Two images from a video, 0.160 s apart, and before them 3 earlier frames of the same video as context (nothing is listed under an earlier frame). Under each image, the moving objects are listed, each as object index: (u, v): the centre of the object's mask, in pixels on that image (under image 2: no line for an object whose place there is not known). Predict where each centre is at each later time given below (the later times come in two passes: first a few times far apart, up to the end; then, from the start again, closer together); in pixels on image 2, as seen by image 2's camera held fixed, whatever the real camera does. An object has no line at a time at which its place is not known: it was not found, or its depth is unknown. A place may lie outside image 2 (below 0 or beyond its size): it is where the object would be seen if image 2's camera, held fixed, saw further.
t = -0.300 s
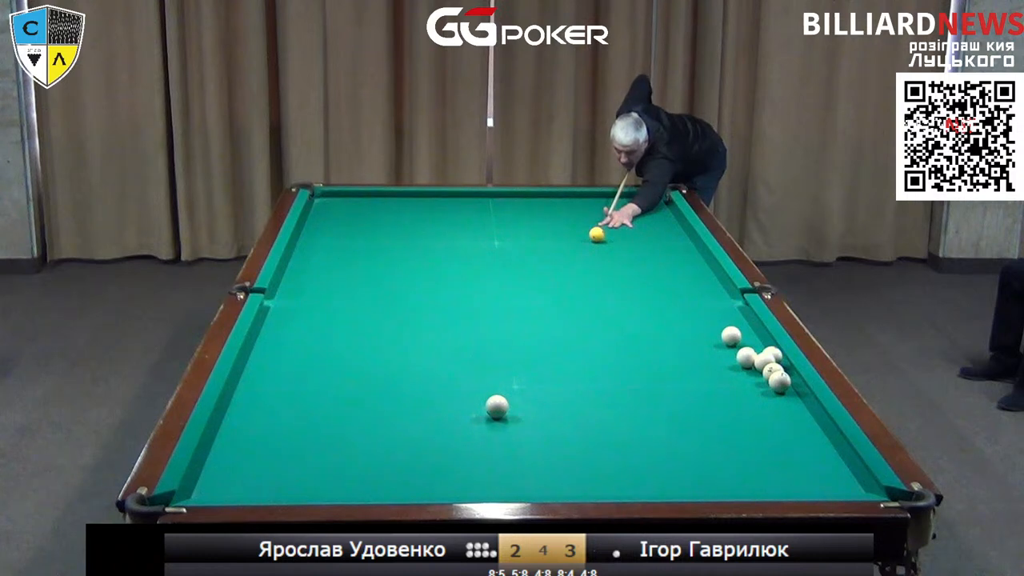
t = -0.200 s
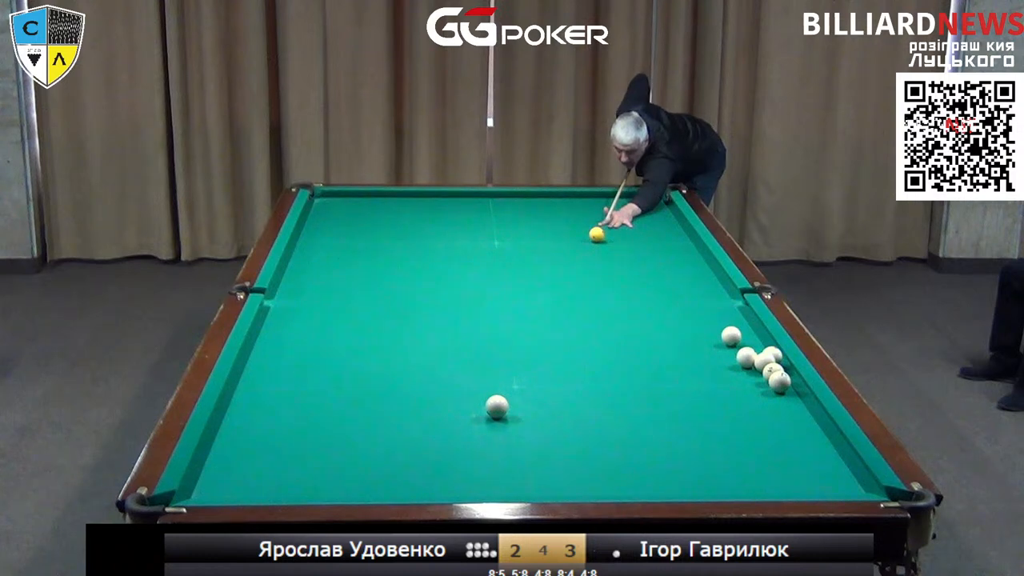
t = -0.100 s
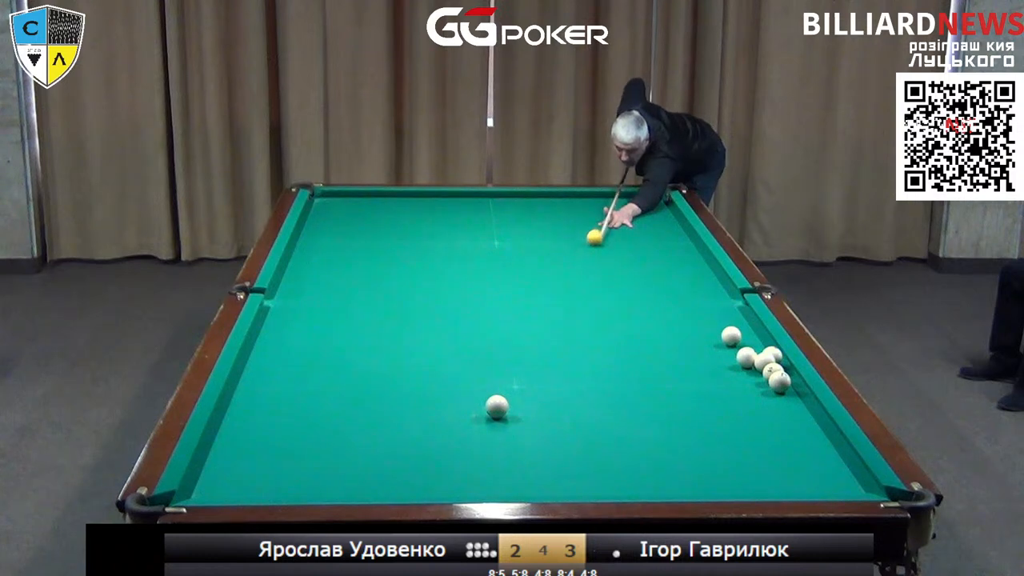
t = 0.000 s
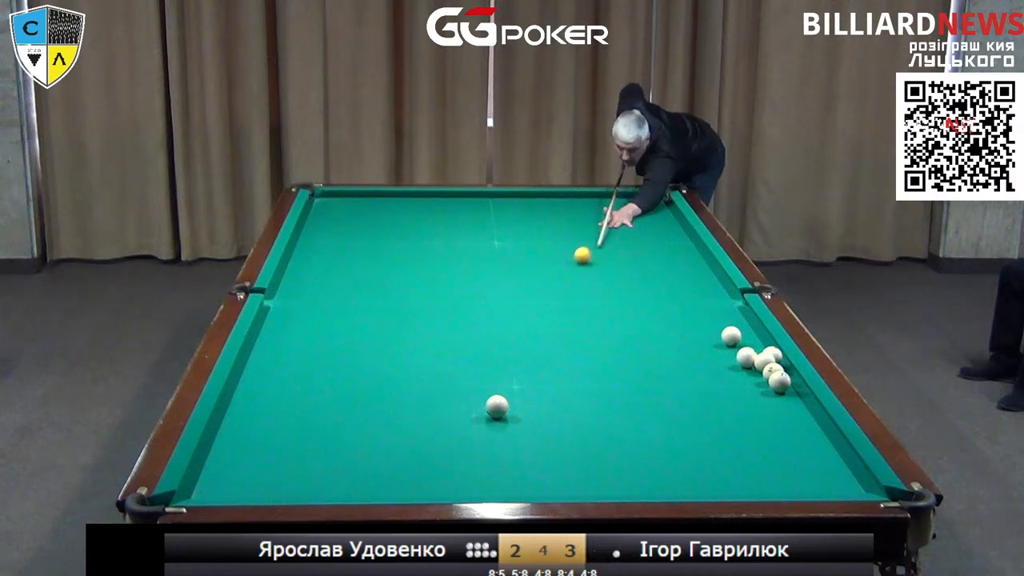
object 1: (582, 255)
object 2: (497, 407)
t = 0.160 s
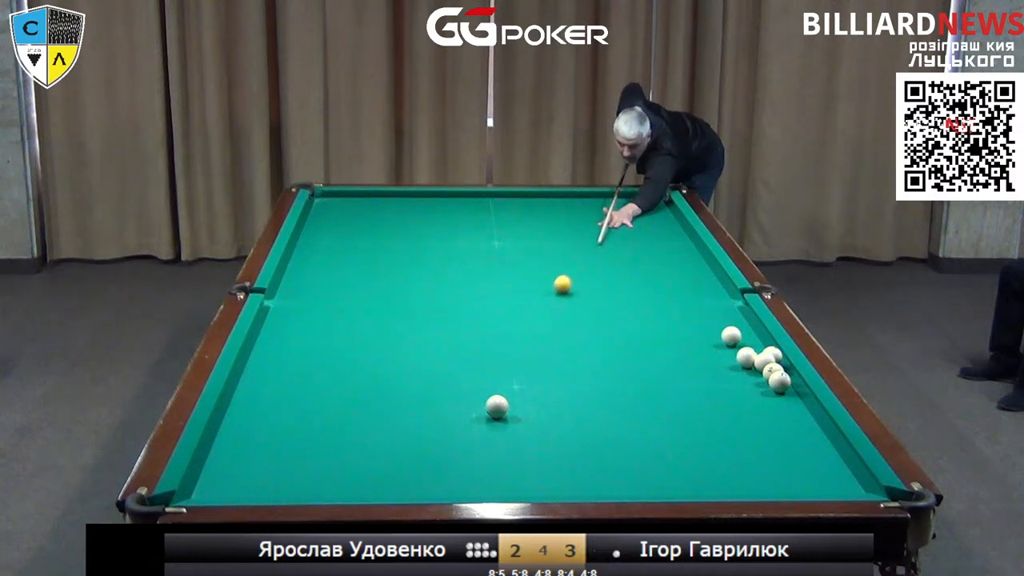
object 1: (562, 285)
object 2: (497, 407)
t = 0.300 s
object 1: (546, 310)
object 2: (497, 407)
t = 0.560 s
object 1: (517, 358)
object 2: (497, 406)
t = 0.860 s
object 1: (466, 403)
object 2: (508, 429)
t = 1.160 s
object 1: (399, 426)
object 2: (535, 483)
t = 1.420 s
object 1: (336, 449)
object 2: (540, 468)
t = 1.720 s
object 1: (259, 477)
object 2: (543, 437)
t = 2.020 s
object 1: (196, 489)
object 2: (545, 411)
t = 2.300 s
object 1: (201, 483)
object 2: (546, 389)
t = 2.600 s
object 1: (212, 477)
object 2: (547, 369)
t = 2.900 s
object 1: (223, 471)
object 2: (548, 350)
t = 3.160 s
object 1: (231, 467)
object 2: (548, 336)
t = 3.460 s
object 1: (240, 462)
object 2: (548, 321)
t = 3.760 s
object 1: (246, 460)
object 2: (549, 308)
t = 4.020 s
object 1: (251, 457)
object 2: (549, 297)
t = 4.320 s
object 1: (255, 455)
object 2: (549, 286)
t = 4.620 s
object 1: (257, 454)
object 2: (549, 276)
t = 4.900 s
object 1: (258, 454)
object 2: (549, 268)
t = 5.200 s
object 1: (258, 454)
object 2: (549, 259)
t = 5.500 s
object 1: (259, 454)
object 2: (549, 252)
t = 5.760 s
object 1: (258, 454)
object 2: (549, 246)
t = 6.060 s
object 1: (258, 454)
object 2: (550, 240)
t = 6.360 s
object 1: (258, 454)
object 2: (550, 234)
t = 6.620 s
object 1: (258, 454)
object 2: (550, 229)
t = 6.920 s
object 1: (258, 454)
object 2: (550, 224)
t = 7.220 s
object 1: (258, 454)
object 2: (550, 220)
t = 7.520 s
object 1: (258, 454)
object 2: (550, 216)
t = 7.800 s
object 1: (258, 454)
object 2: (550, 213)
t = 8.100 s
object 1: (259, 454)
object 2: (550, 210)
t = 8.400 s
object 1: (259, 454)
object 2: (550, 207)
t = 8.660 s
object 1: (259, 454)
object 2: (550, 205)
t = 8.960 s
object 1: (259, 454)
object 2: (550, 203)
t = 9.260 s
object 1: (259, 454)
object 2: (550, 202)
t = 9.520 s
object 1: (259, 454)
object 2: (550, 200)
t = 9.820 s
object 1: (259, 454)
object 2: (549, 199)
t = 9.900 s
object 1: (259, 454)
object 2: (549, 199)
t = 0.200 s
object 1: (558, 292)
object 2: (497, 407)
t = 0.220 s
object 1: (555, 296)
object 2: (497, 407)
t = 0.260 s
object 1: (550, 303)
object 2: (497, 407)
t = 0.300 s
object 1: (546, 310)
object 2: (497, 407)
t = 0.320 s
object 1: (543, 314)
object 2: (497, 406)
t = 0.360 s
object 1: (539, 321)
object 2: (497, 407)
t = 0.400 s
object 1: (534, 328)
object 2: (497, 407)
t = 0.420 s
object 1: (532, 332)
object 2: (497, 407)
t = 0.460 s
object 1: (528, 339)
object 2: (497, 407)
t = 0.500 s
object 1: (523, 346)
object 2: (497, 407)
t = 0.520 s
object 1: (521, 351)
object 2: (497, 407)
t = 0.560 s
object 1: (517, 358)
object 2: (497, 406)
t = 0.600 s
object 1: (512, 366)
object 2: (497, 406)
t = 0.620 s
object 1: (509, 370)
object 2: (497, 406)
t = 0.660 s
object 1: (504, 379)
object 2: (497, 406)
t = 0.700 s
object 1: (499, 386)
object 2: (497, 406)
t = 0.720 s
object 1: (496, 388)
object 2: (497, 406)
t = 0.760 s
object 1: (488, 395)
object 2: (498, 408)
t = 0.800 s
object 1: (480, 400)
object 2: (502, 417)
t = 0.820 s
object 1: (475, 401)
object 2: (504, 421)
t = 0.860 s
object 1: (466, 403)
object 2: (508, 429)
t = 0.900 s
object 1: (458, 405)
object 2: (511, 437)
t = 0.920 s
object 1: (453, 407)
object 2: (513, 441)
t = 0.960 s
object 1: (444, 410)
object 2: (517, 448)
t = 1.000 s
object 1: (435, 413)
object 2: (520, 455)
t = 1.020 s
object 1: (431, 415)
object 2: (522, 459)
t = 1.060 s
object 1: (422, 418)
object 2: (525, 466)
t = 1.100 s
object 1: (413, 421)
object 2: (529, 474)
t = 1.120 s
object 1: (408, 423)
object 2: (531, 478)
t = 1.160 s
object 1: (399, 426)
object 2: (535, 483)
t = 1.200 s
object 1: (389, 430)
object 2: (538, 487)
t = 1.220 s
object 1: (385, 432)
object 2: (539, 488)
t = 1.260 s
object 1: (375, 435)
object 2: (539, 485)
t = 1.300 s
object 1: (365, 439)
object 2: (540, 481)
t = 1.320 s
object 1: (360, 440)
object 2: (540, 479)
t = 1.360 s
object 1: (351, 444)
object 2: (540, 475)
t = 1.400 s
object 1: (341, 447)
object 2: (540, 470)
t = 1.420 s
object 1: (336, 449)
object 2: (540, 468)
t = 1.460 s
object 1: (326, 453)
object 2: (541, 463)
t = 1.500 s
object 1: (316, 456)
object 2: (541, 459)
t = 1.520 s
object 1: (311, 458)
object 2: (541, 457)
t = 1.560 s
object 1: (301, 462)
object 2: (541, 453)
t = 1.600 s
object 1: (290, 466)
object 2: (542, 449)
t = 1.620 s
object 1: (285, 468)
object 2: (542, 447)
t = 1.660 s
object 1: (275, 471)
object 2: (543, 443)
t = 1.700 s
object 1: (264, 475)
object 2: (543, 439)
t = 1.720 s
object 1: (259, 477)
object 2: (543, 437)
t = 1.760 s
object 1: (248, 481)
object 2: (543, 434)
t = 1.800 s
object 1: (237, 484)
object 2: (543, 430)
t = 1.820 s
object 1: (232, 485)
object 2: (543, 428)
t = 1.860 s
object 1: (221, 488)
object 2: (544, 425)
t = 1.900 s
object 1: (210, 490)
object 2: (544, 421)
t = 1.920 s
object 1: (204, 491)
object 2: (544, 420)
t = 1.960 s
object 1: (200, 491)
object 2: (545, 416)
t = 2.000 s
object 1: (197, 489)
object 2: (545, 413)
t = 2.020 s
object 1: (196, 489)
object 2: (545, 411)
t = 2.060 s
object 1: (194, 488)
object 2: (545, 408)
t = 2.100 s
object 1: (192, 487)
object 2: (545, 405)
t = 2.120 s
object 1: (193, 486)
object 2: (545, 403)
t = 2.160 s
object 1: (194, 486)
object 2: (545, 400)
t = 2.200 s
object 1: (196, 485)
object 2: (546, 397)
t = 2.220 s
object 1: (197, 485)
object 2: (546, 395)
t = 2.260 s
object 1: (199, 484)
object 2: (546, 393)
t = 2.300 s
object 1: (201, 483)
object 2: (546, 389)
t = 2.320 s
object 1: (201, 483)
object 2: (546, 388)
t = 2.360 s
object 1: (203, 482)
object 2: (546, 385)
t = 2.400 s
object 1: (205, 481)
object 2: (546, 382)
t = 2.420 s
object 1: (206, 480)
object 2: (546, 381)
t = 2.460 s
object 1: (207, 480)
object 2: (546, 378)
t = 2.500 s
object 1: (209, 479)
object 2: (547, 375)
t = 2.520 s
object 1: (209, 478)
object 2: (547, 374)
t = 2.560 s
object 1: (211, 478)
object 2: (547, 371)
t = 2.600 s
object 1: (212, 477)
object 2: (547, 369)
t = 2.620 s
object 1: (213, 476)
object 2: (547, 367)
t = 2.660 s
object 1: (214, 475)
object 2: (547, 365)
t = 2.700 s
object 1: (216, 475)
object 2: (547, 362)
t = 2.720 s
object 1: (216, 474)
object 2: (547, 361)
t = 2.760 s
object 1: (218, 473)
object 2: (547, 359)
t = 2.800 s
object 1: (220, 473)
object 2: (547, 356)
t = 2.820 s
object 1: (220, 473)
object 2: (547, 355)
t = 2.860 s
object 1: (222, 472)
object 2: (548, 353)
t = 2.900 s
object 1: (223, 471)
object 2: (548, 350)
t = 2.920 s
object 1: (224, 471)
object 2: (548, 349)
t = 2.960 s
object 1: (225, 470)
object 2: (548, 347)
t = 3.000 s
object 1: (226, 469)
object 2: (548, 345)
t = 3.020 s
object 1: (227, 469)
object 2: (548, 344)
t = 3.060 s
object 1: (228, 468)
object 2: (548, 341)
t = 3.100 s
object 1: (230, 467)
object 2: (548, 339)
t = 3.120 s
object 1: (230, 467)
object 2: (548, 338)
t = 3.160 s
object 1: (231, 467)
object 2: (548, 336)
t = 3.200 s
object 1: (232, 466)
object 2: (548, 335)
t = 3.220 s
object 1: (233, 466)
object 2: (548, 333)
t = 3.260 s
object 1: (234, 465)
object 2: (548, 331)
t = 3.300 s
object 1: (235, 465)
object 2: (548, 329)
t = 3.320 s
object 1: (236, 464)
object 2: (548, 328)
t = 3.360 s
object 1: (237, 464)
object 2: (548, 326)
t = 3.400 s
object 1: (238, 463)
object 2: (548, 324)
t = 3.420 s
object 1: (238, 463)
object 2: (548, 323)
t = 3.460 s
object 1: (240, 462)
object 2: (548, 321)
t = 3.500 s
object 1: (241, 462)
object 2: (548, 319)
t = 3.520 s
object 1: (241, 462)
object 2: (548, 318)
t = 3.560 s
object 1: (242, 461)
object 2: (548, 317)
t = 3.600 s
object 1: (243, 461)
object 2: (548, 315)
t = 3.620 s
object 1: (243, 461)
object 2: (548, 314)
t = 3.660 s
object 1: (244, 460)
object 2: (548, 312)
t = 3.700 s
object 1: (245, 460)
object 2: (549, 310)
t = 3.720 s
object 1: (245, 460)
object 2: (549, 310)
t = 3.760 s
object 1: (246, 460)
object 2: (549, 308)
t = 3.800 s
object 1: (247, 459)
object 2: (549, 306)
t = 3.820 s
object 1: (247, 459)
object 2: (548, 305)
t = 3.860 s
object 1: (248, 458)
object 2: (549, 304)
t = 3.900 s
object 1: (249, 458)
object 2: (548, 302)
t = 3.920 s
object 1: (249, 458)
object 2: (548, 301)
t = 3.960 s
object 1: (250, 458)
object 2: (549, 300)
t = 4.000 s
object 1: (251, 457)
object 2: (548, 298)
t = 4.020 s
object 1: (251, 457)
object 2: (549, 297)
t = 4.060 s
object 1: (252, 457)
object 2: (549, 296)
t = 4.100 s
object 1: (252, 457)
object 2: (549, 294)
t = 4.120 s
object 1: (252, 457)
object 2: (549, 293)
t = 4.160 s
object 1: (253, 456)
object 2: (549, 292)
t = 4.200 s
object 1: (254, 456)
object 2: (549, 291)
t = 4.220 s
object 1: (254, 456)
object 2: (549, 290)
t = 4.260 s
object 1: (254, 456)
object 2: (549, 288)
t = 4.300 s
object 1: (255, 455)
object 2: (549, 287)
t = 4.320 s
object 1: (255, 455)
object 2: (549, 286)
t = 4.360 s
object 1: (255, 455)
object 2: (549, 285)
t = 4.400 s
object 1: (256, 455)
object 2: (549, 283)
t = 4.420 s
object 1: (256, 455)
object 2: (549, 283)
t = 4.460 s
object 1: (256, 455)
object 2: (549, 282)
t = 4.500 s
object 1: (257, 454)
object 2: (549, 280)
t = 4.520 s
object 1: (257, 454)
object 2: (549, 280)
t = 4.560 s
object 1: (257, 454)
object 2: (549, 278)
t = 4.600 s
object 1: (257, 454)
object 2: (549, 277)
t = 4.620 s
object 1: (257, 454)
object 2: (549, 276)
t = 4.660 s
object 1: (258, 454)
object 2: (549, 275)
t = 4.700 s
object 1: (258, 454)
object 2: (549, 274)
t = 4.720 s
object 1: (258, 454)
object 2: (549, 273)
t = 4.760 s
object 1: (258, 454)
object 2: (549, 272)
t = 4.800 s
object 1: (258, 454)
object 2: (549, 271)
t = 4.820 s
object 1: (258, 454)
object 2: (549, 270)
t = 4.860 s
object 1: (258, 454)
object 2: (549, 269)
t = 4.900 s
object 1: (258, 454)
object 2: (549, 268)
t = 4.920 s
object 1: (258, 454)
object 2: (549, 267)
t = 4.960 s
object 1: (258, 454)
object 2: (549, 266)
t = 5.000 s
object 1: (258, 454)
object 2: (549, 265)
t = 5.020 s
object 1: (258, 454)
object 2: (549, 264)
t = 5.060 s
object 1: (258, 454)
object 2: (549, 263)
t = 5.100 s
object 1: (258, 454)
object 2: (549, 262)
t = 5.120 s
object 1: (258, 454)
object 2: (549, 262)
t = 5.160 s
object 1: (258, 454)
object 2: (549, 260)
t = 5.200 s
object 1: (258, 454)
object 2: (549, 259)
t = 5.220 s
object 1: (258, 454)
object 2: (549, 259)
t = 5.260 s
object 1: (258, 454)
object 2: (549, 258)
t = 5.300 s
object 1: (259, 454)
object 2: (549, 257)
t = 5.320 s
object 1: (258, 454)
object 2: (549, 256)
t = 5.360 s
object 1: (258, 454)
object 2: (549, 255)
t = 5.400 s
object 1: (258, 454)
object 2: (549, 254)
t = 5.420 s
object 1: (258, 454)
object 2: (549, 254)
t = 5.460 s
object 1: (258, 454)
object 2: (549, 253)
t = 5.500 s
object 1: (259, 454)
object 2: (549, 252)
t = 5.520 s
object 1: (258, 454)
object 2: (549, 252)
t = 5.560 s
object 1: (258, 454)
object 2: (549, 250)
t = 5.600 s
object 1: (258, 454)
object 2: (550, 250)
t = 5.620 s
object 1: (258, 454)
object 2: (550, 249)
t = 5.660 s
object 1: (258, 454)
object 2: (550, 248)
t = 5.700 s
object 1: (258, 454)
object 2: (550, 247)
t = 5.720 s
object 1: (258, 454)
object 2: (550, 247)
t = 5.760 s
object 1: (258, 454)
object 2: (549, 246)
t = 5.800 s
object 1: (258, 454)
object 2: (549, 245)
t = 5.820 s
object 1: (258, 454)
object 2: (549, 245)
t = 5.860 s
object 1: (258, 454)
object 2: (549, 244)
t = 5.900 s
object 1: (258, 454)
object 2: (550, 243)
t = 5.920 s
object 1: (258, 454)
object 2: (550, 243)
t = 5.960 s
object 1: (258, 454)
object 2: (550, 242)
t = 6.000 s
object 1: (259, 454)
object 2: (550, 241)
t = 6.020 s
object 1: (259, 454)
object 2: (550, 240)
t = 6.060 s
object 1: (258, 454)
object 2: (550, 240)
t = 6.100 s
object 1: (258, 454)
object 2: (550, 239)
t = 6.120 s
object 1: (258, 454)
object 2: (550, 238)
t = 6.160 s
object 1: (258, 454)
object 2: (550, 238)
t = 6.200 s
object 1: (258, 454)
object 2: (550, 237)
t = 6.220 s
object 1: (258, 454)
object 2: (550, 237)
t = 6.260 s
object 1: (258, 454)
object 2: (550, 236)
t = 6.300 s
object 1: (259, 454)
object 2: (550, 235)
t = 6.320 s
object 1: (259, 454)
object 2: (550, 235)
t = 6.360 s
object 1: (258, 454)
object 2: (550, 234)
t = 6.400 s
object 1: (258, 454)
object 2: (550, 233)
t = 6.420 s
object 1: (258, 454)
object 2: (550, 233)
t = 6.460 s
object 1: (258, 454)
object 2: (550, 232)
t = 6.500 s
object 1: (258, 454)
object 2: (550, 231)
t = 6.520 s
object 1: (258, 454)
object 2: (550, 231)
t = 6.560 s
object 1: (259, 454)
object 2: (550, 230)
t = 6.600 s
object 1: (259, 454)
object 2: (550, 230)
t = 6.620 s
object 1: (258, 454)
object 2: (550, 229)
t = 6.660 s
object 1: (258, 454)
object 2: (550, 229)
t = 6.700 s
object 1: (258, 454)
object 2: (550, 228)
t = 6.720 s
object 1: (258, 454)
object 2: (550, 228)
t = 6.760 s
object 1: (259, 454)
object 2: (550, 227)
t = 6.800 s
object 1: (258, 454)
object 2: (550, 226)
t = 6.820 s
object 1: (258, 454)
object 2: (550, 226)
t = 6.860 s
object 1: (258, 454)
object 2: (550, 225)
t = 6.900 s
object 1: (258, 454)
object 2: (550, 225)
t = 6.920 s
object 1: (258, 454)
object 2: (550, 224)
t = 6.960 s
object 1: (258, 454)
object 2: (550, 224)
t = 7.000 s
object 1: (259, 454)
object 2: (550, 223)
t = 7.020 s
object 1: (259, 454)
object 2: (550, 223)
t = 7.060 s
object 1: (259, 454)
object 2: (550, 222)
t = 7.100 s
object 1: (258, 454)
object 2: (550, 222)
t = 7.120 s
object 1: (258, 454)
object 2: (550, 222)
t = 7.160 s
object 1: (258, 454)
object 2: (550, 221)
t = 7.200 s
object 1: (258, 454)
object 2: (550, 221)
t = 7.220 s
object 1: (258, 454)
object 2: (550, 220)
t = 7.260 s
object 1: (258, 454)
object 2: (550, 220)
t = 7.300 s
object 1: (259, 454)
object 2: (550, 219)
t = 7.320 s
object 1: (259, 454)
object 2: (550, 219)
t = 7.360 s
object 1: (258, 454)
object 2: (550, 218)
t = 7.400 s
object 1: (258, 454)
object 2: (550, 218)
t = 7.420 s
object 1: (258, 454)
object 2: (550, 217)
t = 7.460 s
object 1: (258, 454)
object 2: (550, 217)
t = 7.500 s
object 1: (258, 454)
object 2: (550, 217)
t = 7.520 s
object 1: (258, 454)
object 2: (550, 216)
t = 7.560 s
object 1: (259, 454)
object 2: (550, 216)
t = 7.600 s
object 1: (259, 454)
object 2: (550, 215)
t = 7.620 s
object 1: (259, 454)
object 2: (550, 215)
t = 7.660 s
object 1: (258, 454)
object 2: (550, 215)
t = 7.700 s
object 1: (258, 454)
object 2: (550, 214)
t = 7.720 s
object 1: (258, 454)
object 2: (550, 214)
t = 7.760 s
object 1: (258, 454)
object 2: (550, 213)
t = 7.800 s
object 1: (258, 454)
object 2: (550, 213)
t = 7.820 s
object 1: (258, 454)
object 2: (550, 213)
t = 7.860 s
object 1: (258, 454)
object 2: (550, 212)
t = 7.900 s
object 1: (258, 454)
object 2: (550, 212)
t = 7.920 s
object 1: (258, 454)
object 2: (550, 212)
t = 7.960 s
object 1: (259, 454)
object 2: (550, 211)
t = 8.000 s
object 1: (258, 454)
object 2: (550, 211)
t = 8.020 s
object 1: (259, 454)
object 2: (550, 211)
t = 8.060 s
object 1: (259, 454)
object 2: (550, 210)
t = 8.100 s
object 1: (259, 454)
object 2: (550, 210)
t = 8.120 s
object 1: (258, 454)
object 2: (550, 210)
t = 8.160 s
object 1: (258, 454)
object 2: (550, 209)
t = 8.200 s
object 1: (259, 454)
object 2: (550, 209)
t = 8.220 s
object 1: (259, 454)
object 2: (550, 209)
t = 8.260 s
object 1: (259, 454)
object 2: (550, 208)
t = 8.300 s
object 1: (259, 454)
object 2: (550, 208)
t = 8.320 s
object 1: (259, 454)
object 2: (550, 208)
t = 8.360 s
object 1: (259, 454)
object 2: (550, 208)
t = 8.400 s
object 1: (259, 454)
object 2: (550, 207)
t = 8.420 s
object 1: (258, 454)
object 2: (550, 207)
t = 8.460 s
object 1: (259, 454)
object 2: (550, 207)
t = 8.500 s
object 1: (259, 454)
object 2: (550, 206)
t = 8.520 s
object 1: (259, 454)
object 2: (550, 206)
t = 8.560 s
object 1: (258, 454)
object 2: (550, 206)
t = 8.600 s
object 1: (259, 454)
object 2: (550, 206)
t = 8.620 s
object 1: (259, 454)
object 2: (550, 206)
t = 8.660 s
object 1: (259, 454)
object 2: (550, 205)
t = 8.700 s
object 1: (259, 454)
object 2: (550, 205)
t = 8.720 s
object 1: (258, 454)
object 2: (550, 205)
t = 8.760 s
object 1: (259, 454)
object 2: (550, 204)
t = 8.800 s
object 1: (259, 454)
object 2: (550, 204)
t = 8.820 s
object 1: (259, 454)
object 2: (550, 204)
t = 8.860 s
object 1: (259, 454)
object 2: (550, 204)
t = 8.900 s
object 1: (259, 454)
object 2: (550, 204)
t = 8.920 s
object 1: (259, 454)
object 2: (550, 204)
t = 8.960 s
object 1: (259, 454)
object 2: (550, 203)
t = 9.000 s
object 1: (259, 454)
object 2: (550, 203)
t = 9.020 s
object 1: (259, 454)
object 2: (550, 203)
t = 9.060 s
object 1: (259, 454)
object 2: (550, 203)
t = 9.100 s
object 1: (259, 454)
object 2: (550, 202)
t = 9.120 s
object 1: (259, 454)
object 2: (550, 202)
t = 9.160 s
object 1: (259, 454)
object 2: (550, 202)
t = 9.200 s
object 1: (259, 454)
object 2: (550, 202)
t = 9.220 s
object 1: (259, 454)
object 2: (550, 202)
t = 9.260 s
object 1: (259, 454)
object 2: (550, 202)
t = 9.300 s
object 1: (259, 454)
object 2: (550, 201)
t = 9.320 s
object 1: (259, 454)
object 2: (550, 201)
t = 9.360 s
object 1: (259, 454)
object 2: (550, 201)
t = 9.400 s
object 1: (259, 454)
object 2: (550, 201)
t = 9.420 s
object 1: (259, 454)
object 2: (550, 201)
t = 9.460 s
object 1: (259, 454)
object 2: (550, 201)
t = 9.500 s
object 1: (259, 454)
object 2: (550, 200)
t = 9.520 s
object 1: (259, 454)
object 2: (550, 200)
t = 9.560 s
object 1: (259, 454)
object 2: (550, 200)
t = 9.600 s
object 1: (259, 454)
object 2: (549, 200)
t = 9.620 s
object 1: (259, 454)
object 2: (549, 200)
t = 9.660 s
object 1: (259, 454)
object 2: (549, 200)
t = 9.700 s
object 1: (259, 454)
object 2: (549, 200)
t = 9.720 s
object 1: (259, 454)
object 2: (549, 200)
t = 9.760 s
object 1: (259, 454)
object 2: (549, 199)
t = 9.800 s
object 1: (259, 454)
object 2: (549, 199)
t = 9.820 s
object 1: (259, 454)
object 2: (549, 199)
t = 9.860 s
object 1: (259, 454)
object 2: (549, 199)
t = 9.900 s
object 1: (259, 454)
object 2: (549, 199)
